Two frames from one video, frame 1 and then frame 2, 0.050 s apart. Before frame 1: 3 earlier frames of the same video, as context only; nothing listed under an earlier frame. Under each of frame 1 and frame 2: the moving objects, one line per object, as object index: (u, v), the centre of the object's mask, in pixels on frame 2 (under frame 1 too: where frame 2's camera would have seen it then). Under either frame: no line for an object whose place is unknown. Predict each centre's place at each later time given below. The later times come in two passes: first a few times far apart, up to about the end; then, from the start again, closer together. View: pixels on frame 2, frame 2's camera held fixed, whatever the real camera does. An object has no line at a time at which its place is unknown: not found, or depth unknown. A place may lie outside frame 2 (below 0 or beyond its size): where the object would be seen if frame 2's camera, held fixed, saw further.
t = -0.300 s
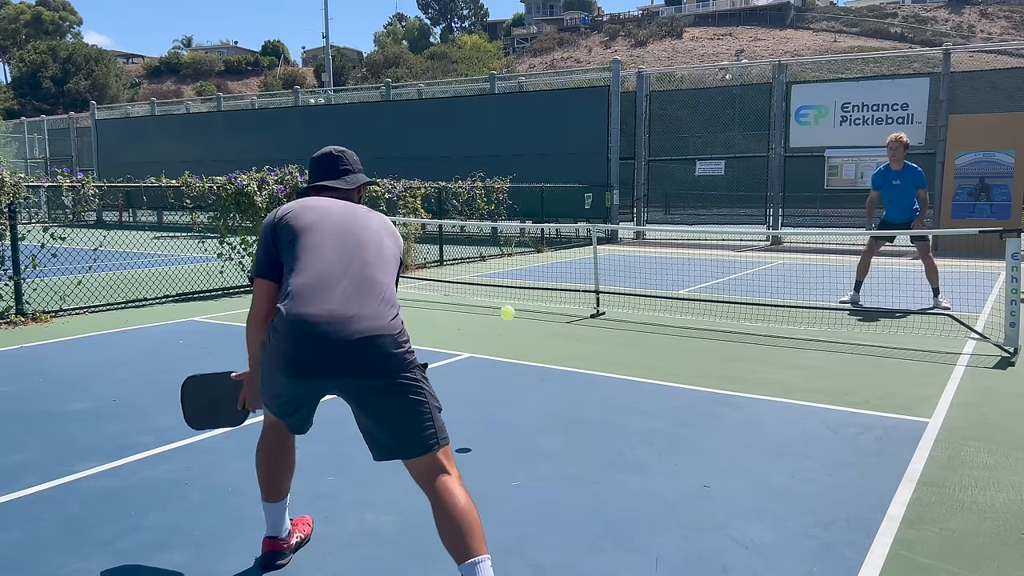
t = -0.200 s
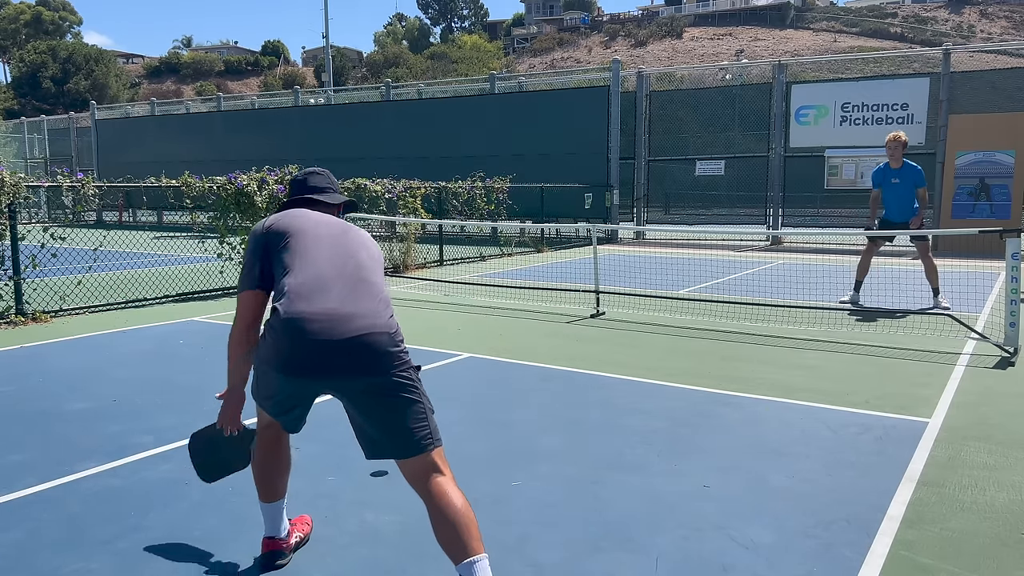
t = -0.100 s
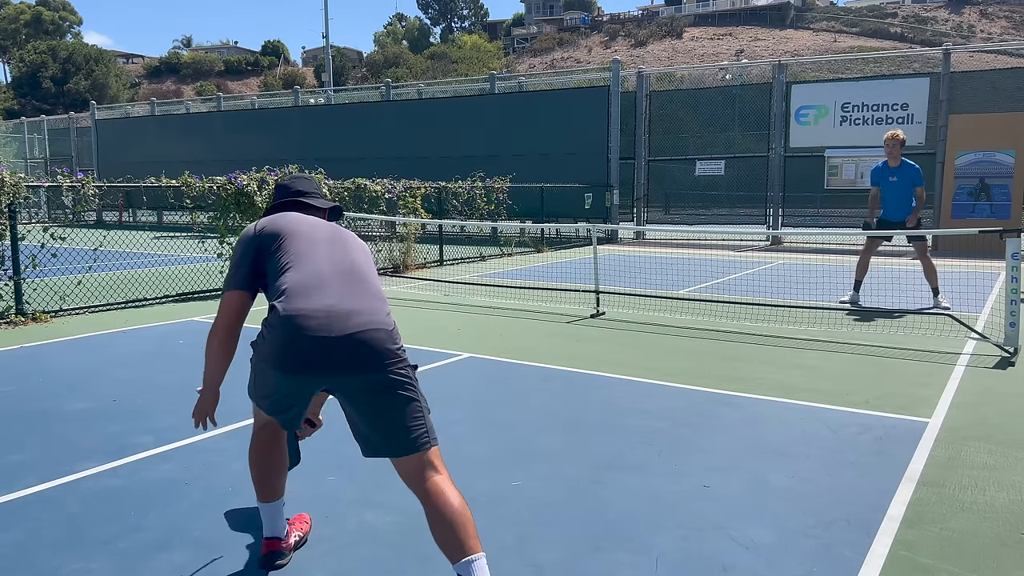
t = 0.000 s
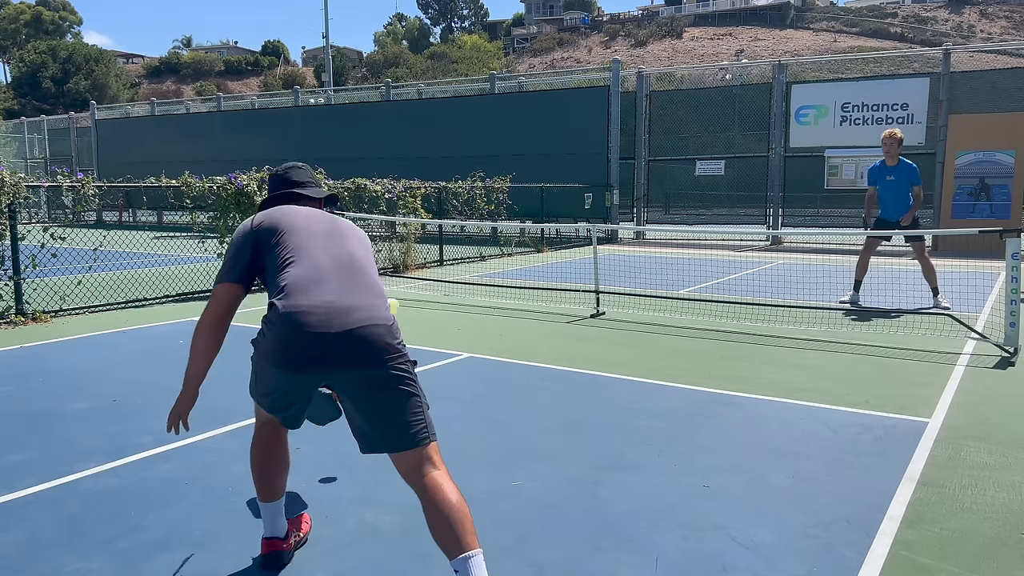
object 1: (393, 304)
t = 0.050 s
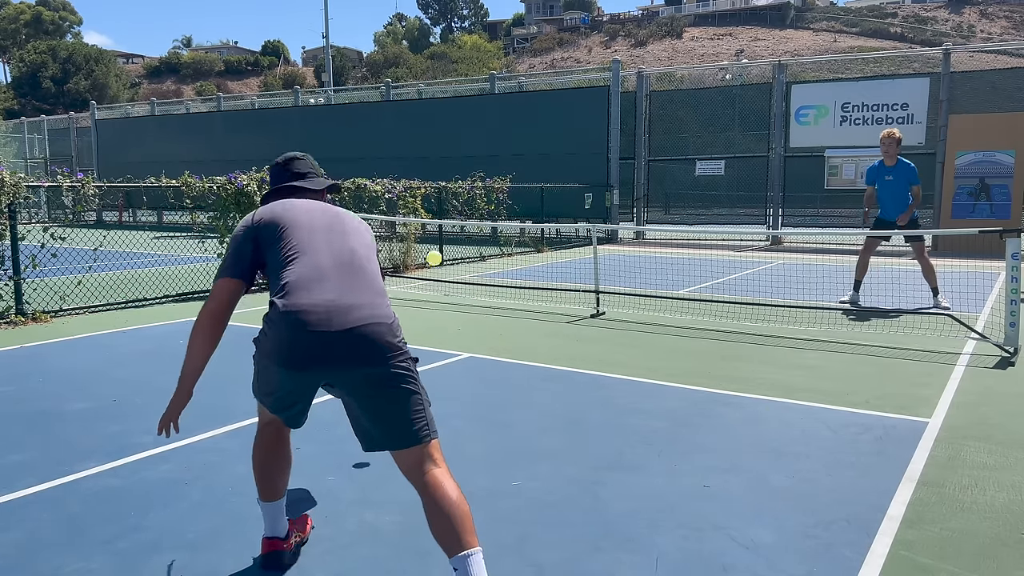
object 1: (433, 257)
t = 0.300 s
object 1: (579, 139)
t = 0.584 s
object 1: (673, 145)
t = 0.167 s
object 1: (513, 181)
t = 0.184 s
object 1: (522, 174)
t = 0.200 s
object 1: (531, 167)
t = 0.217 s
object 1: (540, 161)
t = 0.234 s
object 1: (549, 155)
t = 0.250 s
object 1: (557, 151)
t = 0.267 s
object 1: (565, 146)
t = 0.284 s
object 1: (572, 142)
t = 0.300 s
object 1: (579, 139)
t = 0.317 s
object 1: (586, 136)
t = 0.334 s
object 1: (593, 134)
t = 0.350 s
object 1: (600, 132)
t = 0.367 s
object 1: (607, 131)
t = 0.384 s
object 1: (612, 130)
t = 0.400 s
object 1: (619, 129)
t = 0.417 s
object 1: (624, 129)
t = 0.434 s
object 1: (630, 129)
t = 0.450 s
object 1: (635, 130)
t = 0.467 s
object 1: (640, 130)
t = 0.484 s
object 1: (646, 132)
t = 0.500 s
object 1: (651, 133)
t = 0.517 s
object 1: (656, 135)
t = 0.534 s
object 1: (660, 137)
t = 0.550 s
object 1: (665, 139)
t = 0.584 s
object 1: (673, 145)
